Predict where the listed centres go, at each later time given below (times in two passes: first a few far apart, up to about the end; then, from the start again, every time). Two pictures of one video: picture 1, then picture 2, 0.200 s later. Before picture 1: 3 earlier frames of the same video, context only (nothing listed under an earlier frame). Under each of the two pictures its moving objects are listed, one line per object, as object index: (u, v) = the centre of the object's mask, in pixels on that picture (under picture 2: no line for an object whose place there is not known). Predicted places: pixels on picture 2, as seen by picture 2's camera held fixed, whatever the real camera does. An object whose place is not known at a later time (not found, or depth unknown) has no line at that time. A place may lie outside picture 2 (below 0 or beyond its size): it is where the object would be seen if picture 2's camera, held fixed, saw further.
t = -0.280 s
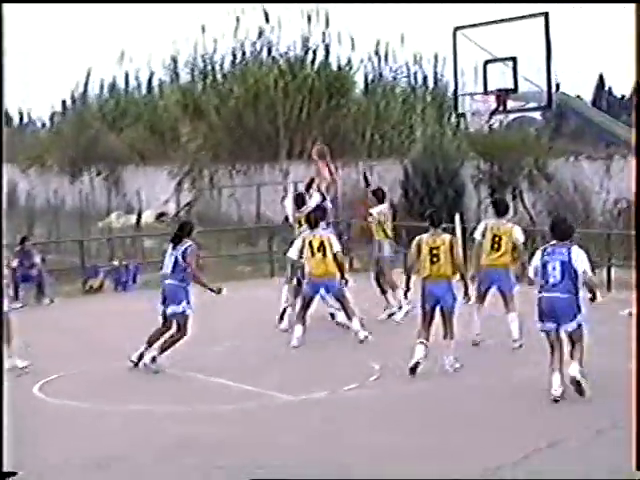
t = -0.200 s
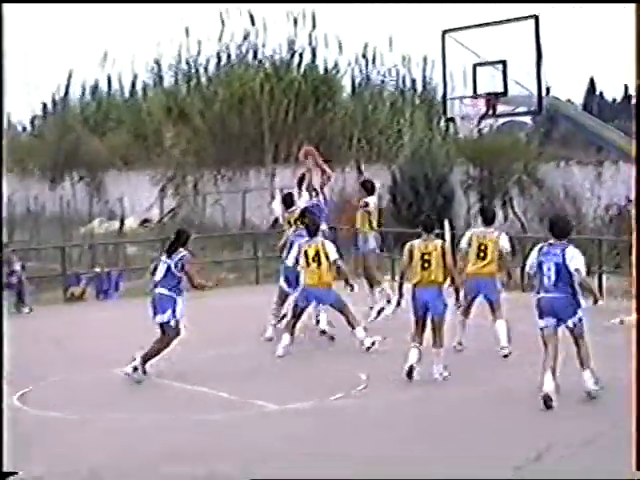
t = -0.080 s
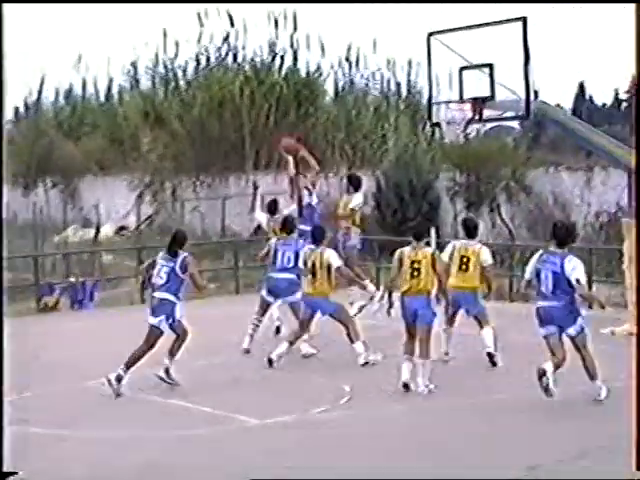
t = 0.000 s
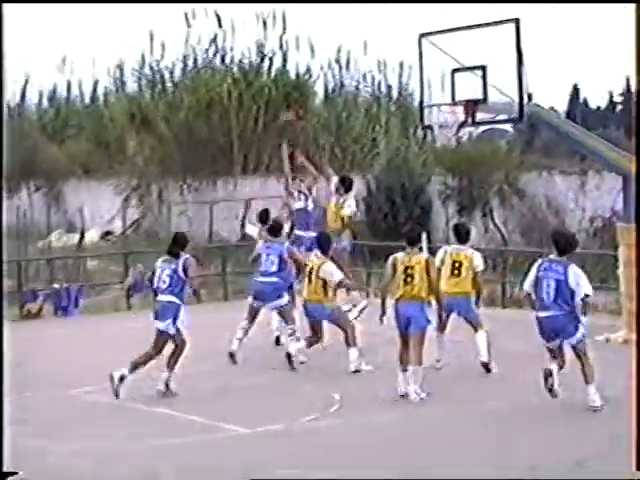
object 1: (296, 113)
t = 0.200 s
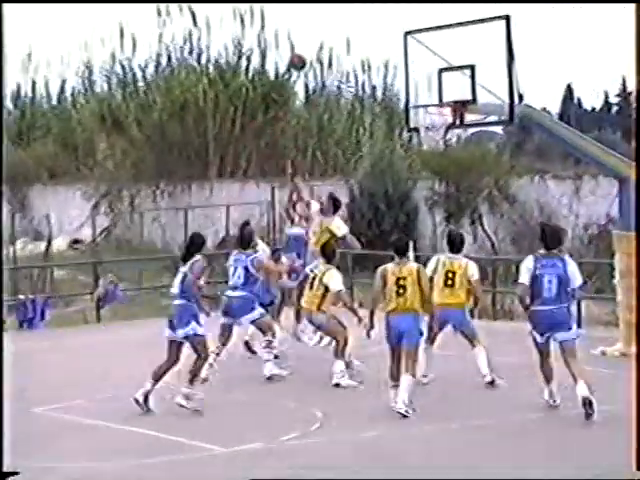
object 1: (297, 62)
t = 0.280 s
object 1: (310, 44)
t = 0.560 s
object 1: (359, 25)
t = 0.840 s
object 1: (414, 72)
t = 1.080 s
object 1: (447, 141)
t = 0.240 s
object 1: (304, 52)
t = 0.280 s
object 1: (310, 44)
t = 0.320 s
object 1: (316, 38)
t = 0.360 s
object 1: (323, 33)
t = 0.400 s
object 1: (330, 29)
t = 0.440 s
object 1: (337, 26)
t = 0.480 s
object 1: (344, 25)
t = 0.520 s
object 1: (351, 24)
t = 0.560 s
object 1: (359, 25)
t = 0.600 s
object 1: (366, 28)
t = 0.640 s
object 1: (373, 31)
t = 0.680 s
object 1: (382, 37)
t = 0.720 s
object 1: (389, 43)
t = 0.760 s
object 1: (397, 51)
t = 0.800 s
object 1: (405, 61)
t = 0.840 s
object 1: (414, 72)
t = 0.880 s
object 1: (422, 84)
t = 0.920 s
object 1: (431, 98)
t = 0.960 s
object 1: (436, 113)
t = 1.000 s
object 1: (445, 127)
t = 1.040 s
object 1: (447, 135)
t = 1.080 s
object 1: (447, 141)
